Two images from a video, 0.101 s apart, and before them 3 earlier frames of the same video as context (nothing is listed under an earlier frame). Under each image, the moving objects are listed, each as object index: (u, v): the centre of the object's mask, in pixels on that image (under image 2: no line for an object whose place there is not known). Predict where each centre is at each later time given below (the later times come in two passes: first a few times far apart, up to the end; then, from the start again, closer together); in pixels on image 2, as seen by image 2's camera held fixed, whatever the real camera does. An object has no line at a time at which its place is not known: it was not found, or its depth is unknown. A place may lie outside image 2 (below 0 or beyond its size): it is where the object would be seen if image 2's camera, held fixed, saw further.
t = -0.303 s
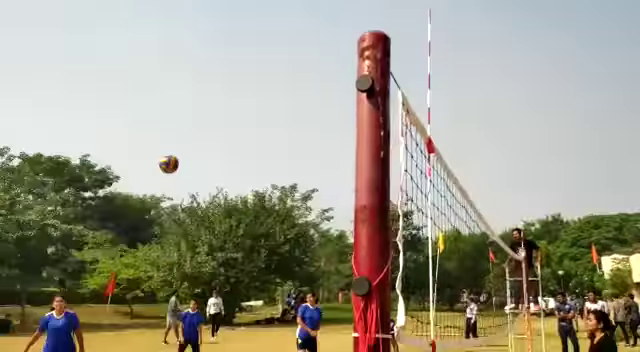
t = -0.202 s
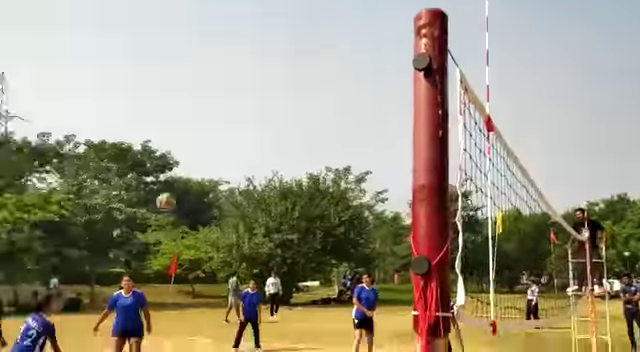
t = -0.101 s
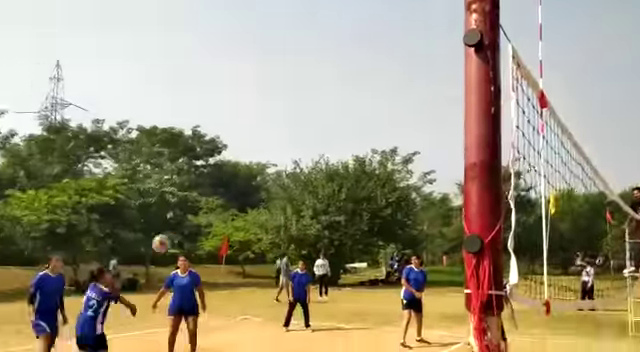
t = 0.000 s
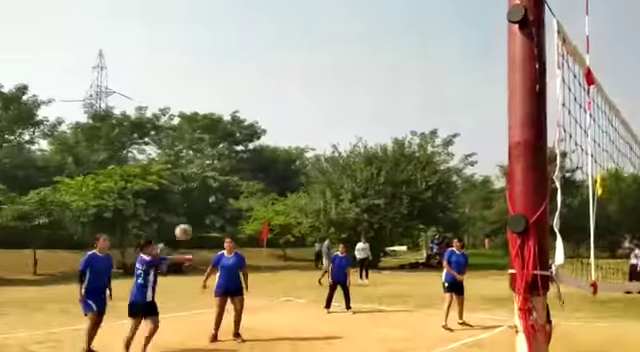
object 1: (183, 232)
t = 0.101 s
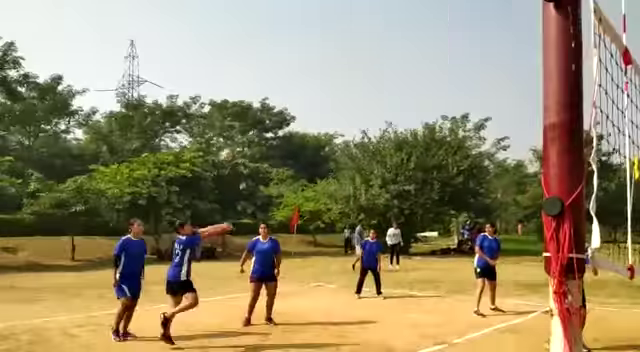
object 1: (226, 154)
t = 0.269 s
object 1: (247, 68)
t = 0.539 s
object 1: (280, -28)
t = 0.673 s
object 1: (301, -58)
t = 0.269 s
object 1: (247, 68)
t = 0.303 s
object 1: (251, 52)
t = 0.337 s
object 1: (255, 38)
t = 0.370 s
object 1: (259, 25)
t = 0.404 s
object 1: (262, 11)
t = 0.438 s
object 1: (264, 0)
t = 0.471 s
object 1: (269, -9)
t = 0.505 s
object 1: (274, -18)
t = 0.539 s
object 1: (280, -28)
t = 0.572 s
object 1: (286, -36)
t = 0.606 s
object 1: (292, -44)
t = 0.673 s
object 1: (301, -58)
